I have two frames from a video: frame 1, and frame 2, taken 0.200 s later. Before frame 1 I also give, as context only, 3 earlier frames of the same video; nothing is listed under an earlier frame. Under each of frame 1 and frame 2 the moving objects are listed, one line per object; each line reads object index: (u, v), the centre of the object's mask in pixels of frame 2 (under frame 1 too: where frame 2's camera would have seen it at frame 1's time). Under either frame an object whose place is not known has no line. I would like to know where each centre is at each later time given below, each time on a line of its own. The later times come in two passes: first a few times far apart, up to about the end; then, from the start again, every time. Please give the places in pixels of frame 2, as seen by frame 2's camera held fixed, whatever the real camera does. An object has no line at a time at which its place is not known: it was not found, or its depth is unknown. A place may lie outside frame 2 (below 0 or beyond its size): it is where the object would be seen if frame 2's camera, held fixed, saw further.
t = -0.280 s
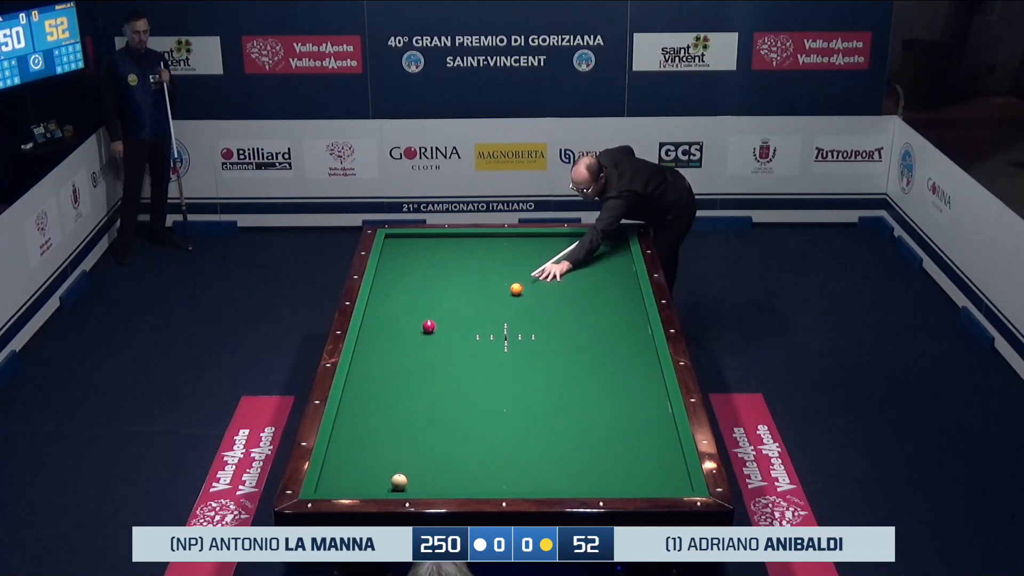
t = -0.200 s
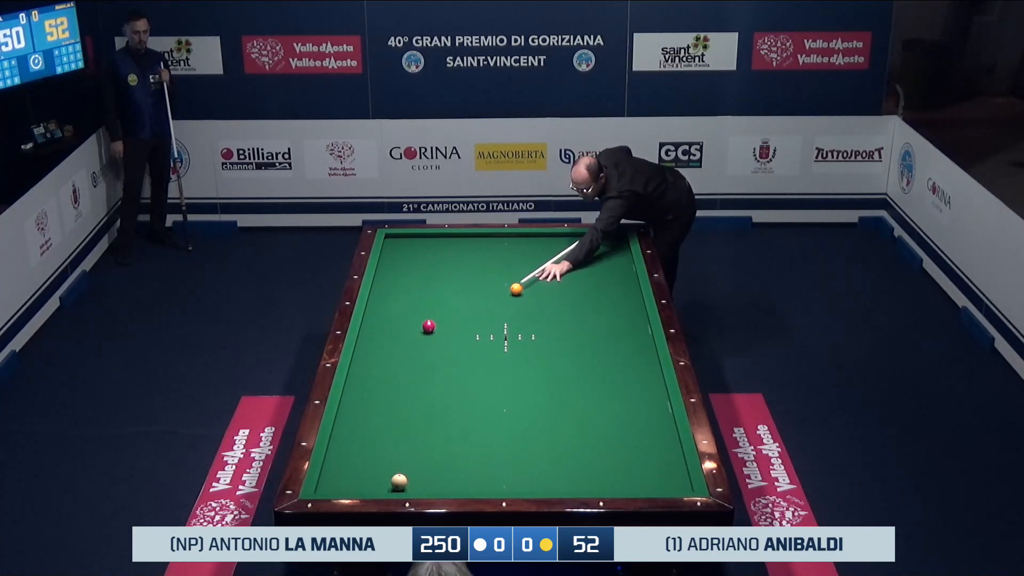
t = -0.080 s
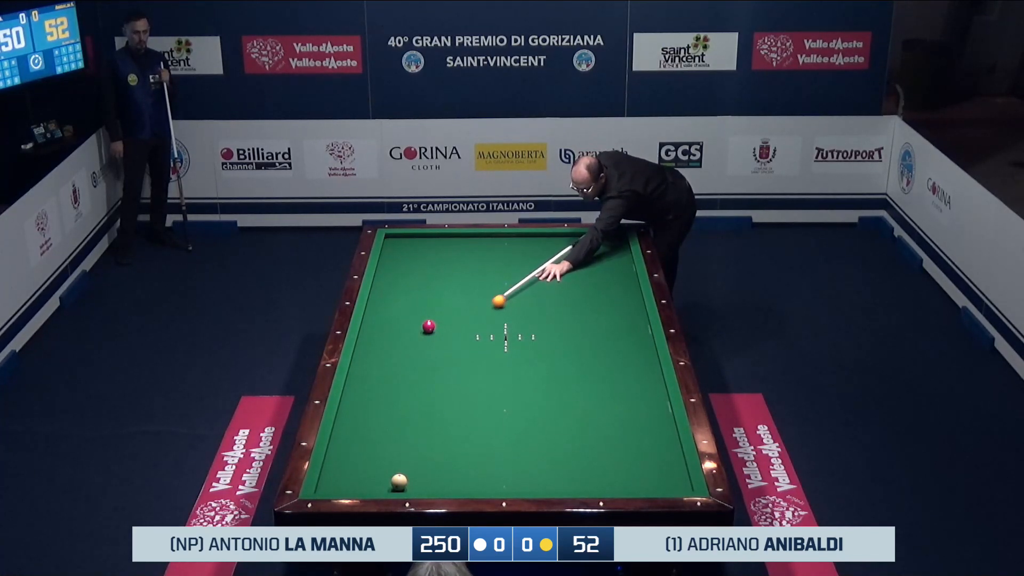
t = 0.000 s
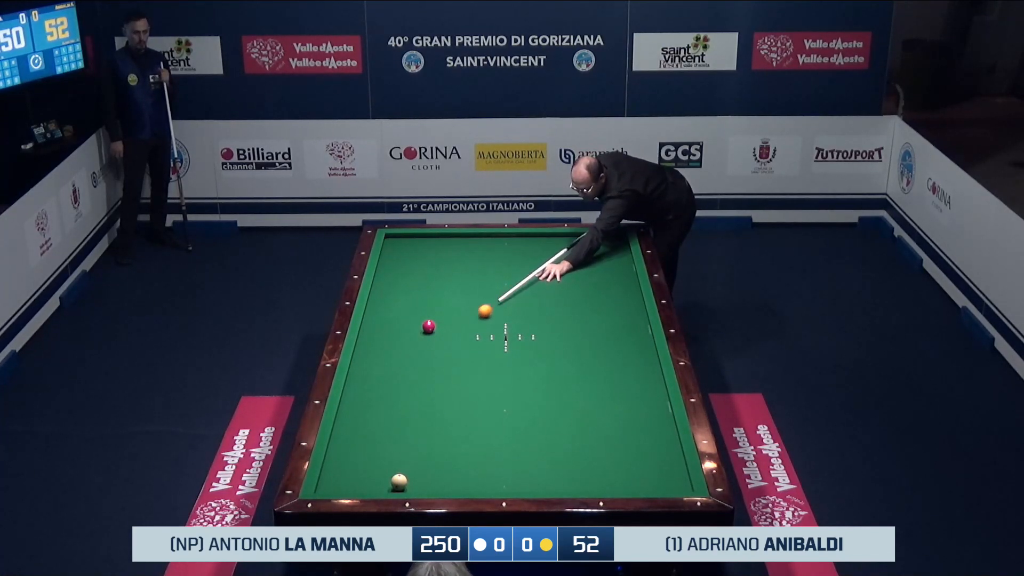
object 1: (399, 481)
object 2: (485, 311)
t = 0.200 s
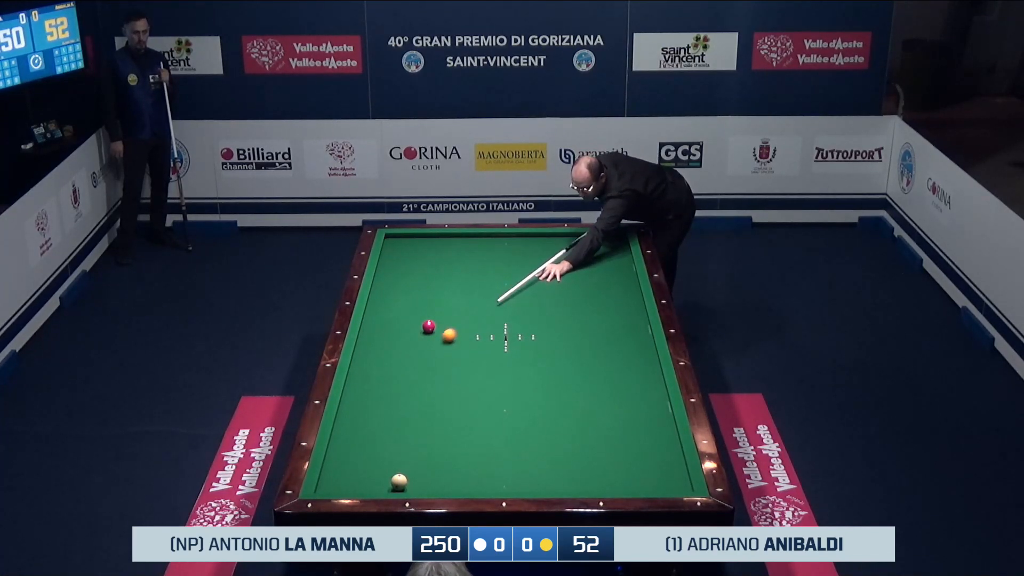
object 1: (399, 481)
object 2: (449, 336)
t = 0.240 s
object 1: (399, 481)
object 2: (441, 341)
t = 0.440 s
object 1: (399, 481)
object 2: (402, 368)
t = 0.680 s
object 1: (399, 481)
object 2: (349, 404)
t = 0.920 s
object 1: (399, 481)
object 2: (365, 435)
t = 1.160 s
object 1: (399, 481)
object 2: (381, 470)
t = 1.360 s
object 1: (420, 486)
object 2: (373, 487)
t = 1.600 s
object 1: (445, 485)
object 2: (359, 474)
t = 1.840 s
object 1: (468, 481)
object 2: (346, 460)
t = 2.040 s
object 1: (486, 478)
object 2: (336, 448)
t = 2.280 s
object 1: (508, 474)
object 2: (344, 437)
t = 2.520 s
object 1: (528, 470)
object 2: (354, 427)
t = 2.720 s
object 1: (545, 467)
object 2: (362, 418)
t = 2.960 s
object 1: (563, 464)
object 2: (372, 410)
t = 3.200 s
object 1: (581, 460)
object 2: (381, 401)
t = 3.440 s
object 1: (599, 457)
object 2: (389, 393)
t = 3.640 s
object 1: (613, 454)
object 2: (396, 386)
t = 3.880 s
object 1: (628, 451)
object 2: (404, 379)
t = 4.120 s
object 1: (644, 448)
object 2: (411, 372)
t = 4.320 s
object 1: (656, 445)
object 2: (416, 367)
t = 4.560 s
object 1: (670, 443)
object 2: (423, 361)
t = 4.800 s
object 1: (667, 441)
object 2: (429, 355)
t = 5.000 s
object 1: (660, 440)
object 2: (434, 350)
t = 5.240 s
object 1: (652, 438)
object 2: (439, 345)
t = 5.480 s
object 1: (645, 437)
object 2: (444, 340)
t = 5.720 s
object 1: (639, 435)
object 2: (449, 336)
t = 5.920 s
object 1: (634, 434)
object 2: (453, 332)
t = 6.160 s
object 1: (628, 433)
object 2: (457, 328)
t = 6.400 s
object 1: (623, 432)
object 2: (461, 324)
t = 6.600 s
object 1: (619, 431)
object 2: (464, 321)
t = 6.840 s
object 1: (615, 431)
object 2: (468, 318)
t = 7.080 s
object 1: (612, 430)
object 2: (471, 314)
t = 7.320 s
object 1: (609, 430)
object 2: (474, 311)
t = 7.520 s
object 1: (607, 430)
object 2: (477, 309)
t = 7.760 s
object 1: (605, 429)
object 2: (480, 306)
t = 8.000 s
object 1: (603, 429)
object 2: (482, 304)
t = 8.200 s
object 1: (602, 429)
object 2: (484, 302)
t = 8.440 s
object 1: (601, 429)
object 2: (487, 300)
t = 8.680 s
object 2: (489, 298)
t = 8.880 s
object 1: (601, 429)
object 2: (490, 297)
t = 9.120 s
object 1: (601, 429)
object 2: (492, 295)
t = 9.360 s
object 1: (601, 429)
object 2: (494, 293)
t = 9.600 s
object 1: (601, 429)
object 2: (495, 292)
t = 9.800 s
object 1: (601, 429)
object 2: (496, 291)
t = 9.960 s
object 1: (601, 429)
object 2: (497, 290)
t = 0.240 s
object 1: (399, 481)
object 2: (441, 341)
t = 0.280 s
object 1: (399, 481)
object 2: (434, 346)
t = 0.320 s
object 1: (399, 481)
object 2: (426, 351)
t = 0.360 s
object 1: (399, 481)
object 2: (418, 357)
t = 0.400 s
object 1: (399, 481)
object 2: (410, 362)
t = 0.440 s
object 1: (399, 481)
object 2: (402, 368)
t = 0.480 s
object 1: (399, 481)
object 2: (393, 374)
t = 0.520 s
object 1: (399, 481)
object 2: (385, 380)
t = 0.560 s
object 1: (399, 481)
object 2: (376, 386)
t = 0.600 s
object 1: (399, 481)
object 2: (367, 392)
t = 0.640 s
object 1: (399, 481)
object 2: (359, 398)
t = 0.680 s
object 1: (399, 481)
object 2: (349, 404)
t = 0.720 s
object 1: (399, 481)
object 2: (346, 410)
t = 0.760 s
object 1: (399, 481)
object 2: (351, 415)
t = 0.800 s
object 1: (399, 481)
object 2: (356, 420)
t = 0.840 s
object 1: (399, 481)
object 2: (359, 425)
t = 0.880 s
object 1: (399, 481)
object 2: (363, 430)
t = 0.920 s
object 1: (399, 481)
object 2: (365, 435)
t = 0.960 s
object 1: (399, 481)
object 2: (368, 441)
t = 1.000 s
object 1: (399, 481)
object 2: (370, 447)
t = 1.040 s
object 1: (399, 481)
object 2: (373, 452)
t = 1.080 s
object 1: (399, 481)
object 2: (375, 458)
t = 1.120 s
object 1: (399, 481)
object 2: (378, 464)
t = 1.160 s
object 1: (399, 481)
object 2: (381, 470)
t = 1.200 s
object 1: (399, 481)
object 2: (383, 476)
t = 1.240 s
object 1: (403, 482)
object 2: (383, 481)
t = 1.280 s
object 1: (409, 483)
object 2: (379, 484)
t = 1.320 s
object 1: (415, 485)
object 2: (376, 486)
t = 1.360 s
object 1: (420, 486)
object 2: (373, 487)
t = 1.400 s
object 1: (425, 487)
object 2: (371, 485)
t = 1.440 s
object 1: (429, 487)
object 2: (368, 483)
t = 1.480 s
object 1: (433, 486)
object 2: (366, 481)
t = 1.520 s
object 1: (437, 485)
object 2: (364, 478)
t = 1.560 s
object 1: (441, 485)
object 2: (362, 476)
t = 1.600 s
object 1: (445, 485)
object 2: (359, 474)
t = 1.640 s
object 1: (449, 483)
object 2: (357, 471)
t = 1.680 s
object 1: (452, 483)
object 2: (355, 469)
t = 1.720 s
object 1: (456, 483)
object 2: (353, 467)
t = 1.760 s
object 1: (460, 482)
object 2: (351, 464)
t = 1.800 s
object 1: (464, 482)
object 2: (348, 462)
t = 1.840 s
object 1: (468, 481)
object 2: (346, 460)
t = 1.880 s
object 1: (472, 481)
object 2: (344, 457)
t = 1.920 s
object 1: (475, 480)
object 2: (342, 455)
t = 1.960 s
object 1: (479, 479)
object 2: (340, 453)
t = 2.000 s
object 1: (483, 478)
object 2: (338, 450)
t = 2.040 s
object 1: (486, 478)
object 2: (336, 448)
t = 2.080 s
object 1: (490, 477)
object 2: (335, 446)
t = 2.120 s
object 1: (494, 476)
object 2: (336, 445)
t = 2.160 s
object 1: (497, 476)
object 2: (338, 443)
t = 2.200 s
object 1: (501, 475)
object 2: (340, 441)
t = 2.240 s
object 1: (504, 475)
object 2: (342, 439)
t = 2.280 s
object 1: (508, 474)
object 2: (344, 437)
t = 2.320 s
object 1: (511, 473)
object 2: (346, 435)
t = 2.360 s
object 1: (515, 473)
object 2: (347, 434)
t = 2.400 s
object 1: (518, 472)
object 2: (349, 432)
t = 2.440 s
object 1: (522, 471)
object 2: (351, 430)
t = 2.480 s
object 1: (525, 471)
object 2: (353, 428)
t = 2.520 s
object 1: (528, 470)
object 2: (354, 427)
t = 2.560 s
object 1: (531, 470)
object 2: (356, 425)
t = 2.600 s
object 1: (535, 469)
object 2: (358, 423)
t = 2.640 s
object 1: (538, 468)
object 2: (359, 422)
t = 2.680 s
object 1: (541, 468)
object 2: (361, 420)
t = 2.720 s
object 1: (545, 467)
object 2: (362, 418)
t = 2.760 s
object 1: (548, 467)
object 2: (364, 417)
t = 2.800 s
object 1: (551, 466)
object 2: (366, 415)
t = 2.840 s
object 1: (554, 465)
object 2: (367, 414)
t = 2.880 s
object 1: (557, 465)
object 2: (369, 413)
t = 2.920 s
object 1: (560, 464)
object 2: (370, 411)
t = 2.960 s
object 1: (563, 464)
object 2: (372, 410)
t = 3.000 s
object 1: (566, 463)
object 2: (374, 408)
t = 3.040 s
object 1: (569, 462)
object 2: (375, 406)
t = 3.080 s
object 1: (573, 462)
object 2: (377, 405)
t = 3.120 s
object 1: (575, 461)
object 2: (378, 404)
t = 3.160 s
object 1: (579, 460)
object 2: (380, 403)
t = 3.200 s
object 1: (581, 460)
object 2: (381, 401)
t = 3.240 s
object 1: (584, 459)
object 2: (382, 400)
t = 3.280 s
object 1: (587, 459)
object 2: (384, 398)
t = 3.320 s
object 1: (590, 458)
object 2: (385, 397)
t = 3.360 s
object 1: (593, 458)
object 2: (387, 396)
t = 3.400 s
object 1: (596, 457)
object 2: (388, 394)
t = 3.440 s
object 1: (599, 457)
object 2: (389, 393)
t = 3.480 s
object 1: (601, 456)
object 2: (391, 392)
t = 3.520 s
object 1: (604, 456)
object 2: (392, 390)
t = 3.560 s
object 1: (607, 455)
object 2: (393, 389)
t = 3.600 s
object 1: (610, 455)
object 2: (395, 388)
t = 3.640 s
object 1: (613, 454)
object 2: (396, 386)
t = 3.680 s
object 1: (615, 453)
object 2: (397, 385)
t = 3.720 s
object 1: (618, 453)
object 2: (399, 384)
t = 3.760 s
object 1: (620, 452)
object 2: (400, 383)
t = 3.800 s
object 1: (623, 452)
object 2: (401, 381)
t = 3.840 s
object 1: (626, 451)
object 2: (402, 380)
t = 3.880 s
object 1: (628, 451)
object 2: (404, 379)
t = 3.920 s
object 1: (631, 450)
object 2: (405, 378)
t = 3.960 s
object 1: (633, 450)
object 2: (406, 377)
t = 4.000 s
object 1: (636, 449)
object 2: (407, 376)
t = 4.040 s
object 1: (639, 449)
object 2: (408, 374)
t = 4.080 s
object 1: (641, 448)
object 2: (410, 373)
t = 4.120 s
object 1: (644, 448)
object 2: (411, 372)
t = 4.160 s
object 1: (646, 447)
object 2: (412, 371)
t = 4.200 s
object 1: (648, 447)
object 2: (413, 370)
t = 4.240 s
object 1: (651, 446)
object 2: (414, 369)
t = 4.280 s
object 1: (653, 446)
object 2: (415, 368)
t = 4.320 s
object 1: (656, 445)
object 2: (416, 367)
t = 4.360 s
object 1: (658, 445)
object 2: (417, 366)
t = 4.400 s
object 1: (660, 445)
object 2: (418, 365)
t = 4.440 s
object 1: (663, 444)
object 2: (419, 364)
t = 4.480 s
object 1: (665, 444)
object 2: (421, 363)
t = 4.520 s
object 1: (667, 443)
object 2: (422, 362)
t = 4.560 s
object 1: (670, 443)
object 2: (423, 361)
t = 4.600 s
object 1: (672, 442)
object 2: (424, 360)
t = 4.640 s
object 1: (673, 442)
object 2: (425, 359)
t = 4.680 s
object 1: (671, 442)
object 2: (426, 358)
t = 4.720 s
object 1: (669, 441)
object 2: (427, 357)
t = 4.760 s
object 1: (668, 441)
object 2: (428, 356)
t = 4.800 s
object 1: (667, 441)
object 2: (429, 355)
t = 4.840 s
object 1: (665, 441)
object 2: (430, 354)
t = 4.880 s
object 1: (664, 440)
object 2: (431, 353)
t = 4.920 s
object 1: (663, 440)
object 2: (432, 352)
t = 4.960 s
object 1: (661, 440)
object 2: (433, 351)
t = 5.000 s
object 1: (660, 440)
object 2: (434, 350)
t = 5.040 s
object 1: (659, 439)
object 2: (435, 349)
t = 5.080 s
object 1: (657, 439)
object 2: (436, 349)
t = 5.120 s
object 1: (656, 439)
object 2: (436, 348)
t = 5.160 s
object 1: (655, 439)
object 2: (437, 347)
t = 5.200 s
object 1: (654, 438)
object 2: (438, 346)
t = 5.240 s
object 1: (652, 438)
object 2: (439, 345)
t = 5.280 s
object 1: (651, 437)
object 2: (440, 344)
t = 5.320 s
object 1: (650, 437)
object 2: (441, 343)
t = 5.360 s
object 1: (649, 437)
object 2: (441, 343)
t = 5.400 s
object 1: (648, 437)
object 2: (442, 342)
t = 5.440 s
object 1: (646, 437)
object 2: (443, 341)
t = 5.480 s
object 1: (645, 437)
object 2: (444, 340)
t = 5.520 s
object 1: (644, 436)
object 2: (445, 340)
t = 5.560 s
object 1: (643, 436)
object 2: (446, 339)
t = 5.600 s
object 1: (642, 436)
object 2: (446, 338)
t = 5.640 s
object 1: (641, 436)
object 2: (447, 337)
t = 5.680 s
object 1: (640, 436)
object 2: (448, 336)
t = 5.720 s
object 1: (639, 435)
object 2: (449, 336)
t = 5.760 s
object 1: (638, 435)
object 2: (449, 335)
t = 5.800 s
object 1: (637, 435)
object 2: (450, 334)
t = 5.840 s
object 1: (635, 435)
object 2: (451, 334)
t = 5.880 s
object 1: (635, 434)
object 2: (452, 333)
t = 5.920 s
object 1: (634, 434)
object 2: (453, 332)
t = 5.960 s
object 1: (633, 434)
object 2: (453, 331)
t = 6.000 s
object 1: (632, 434)
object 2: (454, 331)
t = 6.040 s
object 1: (631, 434)
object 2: (455, 330)
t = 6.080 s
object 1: (630, 433)
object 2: (455, 329)
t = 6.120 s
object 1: (629, 433)
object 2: (456, 329)
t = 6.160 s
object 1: (628, 433)
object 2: (457, 328)
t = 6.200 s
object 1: (627, 433)
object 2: (458, 327)
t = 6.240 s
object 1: (627, 433)
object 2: (458, 327)
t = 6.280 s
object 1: (625, 433)
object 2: (459, 326)
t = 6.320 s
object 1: (625, 432)
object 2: (460, 325)
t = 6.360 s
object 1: (624, 432)
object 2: (460, 325)
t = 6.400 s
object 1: (623, 432)
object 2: (461, 324)
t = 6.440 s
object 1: (623, 432)
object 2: (462, 323)
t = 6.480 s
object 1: (622, 432)
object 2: (462, 323)
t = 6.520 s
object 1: (621, 432)
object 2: (463, 322)
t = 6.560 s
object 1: (620, 432)
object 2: (464, 322)
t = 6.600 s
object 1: (619, 431)
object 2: (464, 321)
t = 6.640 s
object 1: (619, 431)
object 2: (465, 320)
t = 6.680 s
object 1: (618, 431)
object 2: (465, 320)
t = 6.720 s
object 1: (617, 431)
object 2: (466, 319)
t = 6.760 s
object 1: (617, 431)
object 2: (467, 319)
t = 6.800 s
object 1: (616, 431)
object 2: (467, 318)
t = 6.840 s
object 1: (615, 431)
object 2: (468, 318)
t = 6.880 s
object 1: (615, 431)
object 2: (468, 317)
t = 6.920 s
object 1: (614, 431)
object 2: (469, 317)
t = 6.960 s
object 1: (613, 431)
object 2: (469, 316)
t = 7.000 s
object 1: (613, 431)
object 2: (470, 316)
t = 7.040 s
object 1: (612, 430)
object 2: (471, 315)
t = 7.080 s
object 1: (612, 430)
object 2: (471, 314)
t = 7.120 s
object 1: (611, 430)
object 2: (472, 314)
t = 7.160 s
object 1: (610, 430)
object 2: (472, 313)
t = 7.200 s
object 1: (610, 430)
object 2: (473, 313)
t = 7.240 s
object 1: (610, 430)
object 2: (473, 312)
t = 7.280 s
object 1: (609, 430)
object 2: (474, 312)
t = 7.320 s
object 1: (609, 430)
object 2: (474, 311)
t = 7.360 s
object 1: (608, 430)
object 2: (475, 311)
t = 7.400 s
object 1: (608, 430)
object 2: (475, 310)
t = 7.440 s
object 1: (607, 430)
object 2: (476, 310)
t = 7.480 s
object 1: (607, 430)
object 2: (476, 310)
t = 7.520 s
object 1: (607, 430)
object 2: (477, 309)
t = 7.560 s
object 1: (606, 430)
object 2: (477, 309)
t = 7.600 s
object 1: (606, 429)
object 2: (478, 308)
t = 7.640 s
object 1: (606, 429)
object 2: (478, 308)
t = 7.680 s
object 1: (605, 429)
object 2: (479, 307)
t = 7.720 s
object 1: (605, 429)
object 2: (479, 307)
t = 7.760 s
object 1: (605, 429)
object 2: (480, 306)
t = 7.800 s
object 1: (604, 429)
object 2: (480, 306)
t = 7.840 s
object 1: (604, 429)
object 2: (480, 306)
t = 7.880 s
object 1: (604, 429)
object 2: (481, 305)
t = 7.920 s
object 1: (603, 429)
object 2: (481, 305)
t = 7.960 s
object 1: (603, 429)
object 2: (482, 304)
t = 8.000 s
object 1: (603, 429)
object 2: (482, 304)
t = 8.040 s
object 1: (603, 429)
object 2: (483, 304)
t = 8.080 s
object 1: (603, 429)
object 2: (483, 303)
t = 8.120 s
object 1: (603, 429)
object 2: (484, 303)
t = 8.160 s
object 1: (602, 429)
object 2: (484, 302)
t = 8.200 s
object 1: (602, 429)
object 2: (484, 302)
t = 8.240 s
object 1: (602, 429)
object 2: (485, 302)
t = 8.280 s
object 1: (602, 429)
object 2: (485, 301)
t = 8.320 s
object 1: (602, 429)
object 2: (485, 301)
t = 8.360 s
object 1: (602, 429)
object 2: (486, 301)
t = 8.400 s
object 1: (602, 429)
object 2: (486, 300)
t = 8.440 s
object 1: (601, 429)
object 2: (487, 300)
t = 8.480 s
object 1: (601, 429)
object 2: (487, 300)
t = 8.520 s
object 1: (601, 429)
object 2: (487, 299)
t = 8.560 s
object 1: (603, 430)
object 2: (488, 299)
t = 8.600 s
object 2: (488, 299)
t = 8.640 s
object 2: (488, 298)
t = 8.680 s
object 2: (489, 298)
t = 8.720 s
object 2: (489, 298)
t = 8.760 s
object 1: (600, 429)
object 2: (489, 297)
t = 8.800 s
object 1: (601, 429)
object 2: (490, 297)
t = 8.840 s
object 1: (601, 429)
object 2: (490, 297)
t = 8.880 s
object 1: (601, 429)
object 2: (490, 297)
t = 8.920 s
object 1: (601, 429)
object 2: (491, 296)
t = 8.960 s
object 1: (601, 429)
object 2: (491, 296)
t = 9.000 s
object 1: (601, 429)
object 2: (491, 296)
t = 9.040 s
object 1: (601, 429)
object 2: (492, 295)
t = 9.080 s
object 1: (601, 429)
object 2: (492, 295)
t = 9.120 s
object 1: (601, 429)
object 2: (492, 295)
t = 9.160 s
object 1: (601, 429)
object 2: (492, 295)
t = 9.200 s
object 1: (601, 429)
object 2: (493, 294)
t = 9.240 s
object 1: (601, 429)
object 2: (493, 294)
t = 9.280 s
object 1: (601, 429)
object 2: (493, 294)
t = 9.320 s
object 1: (601, 429)
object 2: (494, 294)
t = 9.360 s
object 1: (601, 429)
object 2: (494, 293)
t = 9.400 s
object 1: (601, 429)
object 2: (494, 293)
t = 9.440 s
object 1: (601, 429)
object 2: (494, 293)
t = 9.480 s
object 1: (601, 429)
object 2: (495, 293)
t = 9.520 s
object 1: (601, 429)
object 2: (495, 293)
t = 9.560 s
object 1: (601, 429)
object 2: (495, 292)
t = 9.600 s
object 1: (601, 429)
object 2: (495, 292)
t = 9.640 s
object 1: (601, 429)
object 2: (495, 292)
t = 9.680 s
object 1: (601, 429)
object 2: (496, 292)
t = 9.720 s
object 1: (601, 429)
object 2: (496, 291)
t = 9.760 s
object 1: (601, 429)
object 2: (496, 291)
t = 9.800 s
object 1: (601, 429)
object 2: (496, 291)
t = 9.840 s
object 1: (601, 429)
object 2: (497, 291)
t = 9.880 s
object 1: (601, 429)
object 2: (497, 291)
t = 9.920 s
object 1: (601, 429)
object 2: (497, 291)
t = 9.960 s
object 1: (601, 429)
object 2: (497, 290)
